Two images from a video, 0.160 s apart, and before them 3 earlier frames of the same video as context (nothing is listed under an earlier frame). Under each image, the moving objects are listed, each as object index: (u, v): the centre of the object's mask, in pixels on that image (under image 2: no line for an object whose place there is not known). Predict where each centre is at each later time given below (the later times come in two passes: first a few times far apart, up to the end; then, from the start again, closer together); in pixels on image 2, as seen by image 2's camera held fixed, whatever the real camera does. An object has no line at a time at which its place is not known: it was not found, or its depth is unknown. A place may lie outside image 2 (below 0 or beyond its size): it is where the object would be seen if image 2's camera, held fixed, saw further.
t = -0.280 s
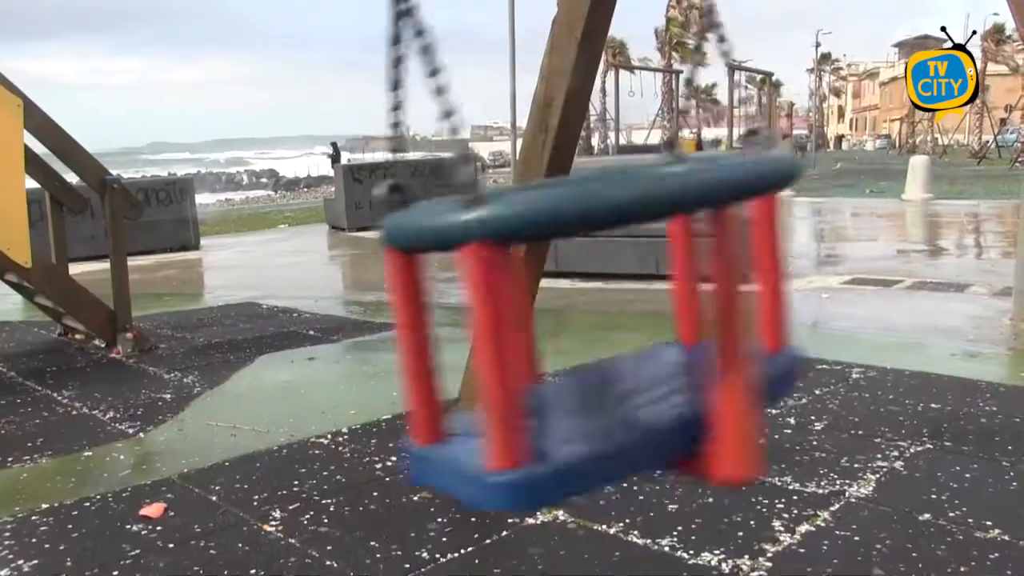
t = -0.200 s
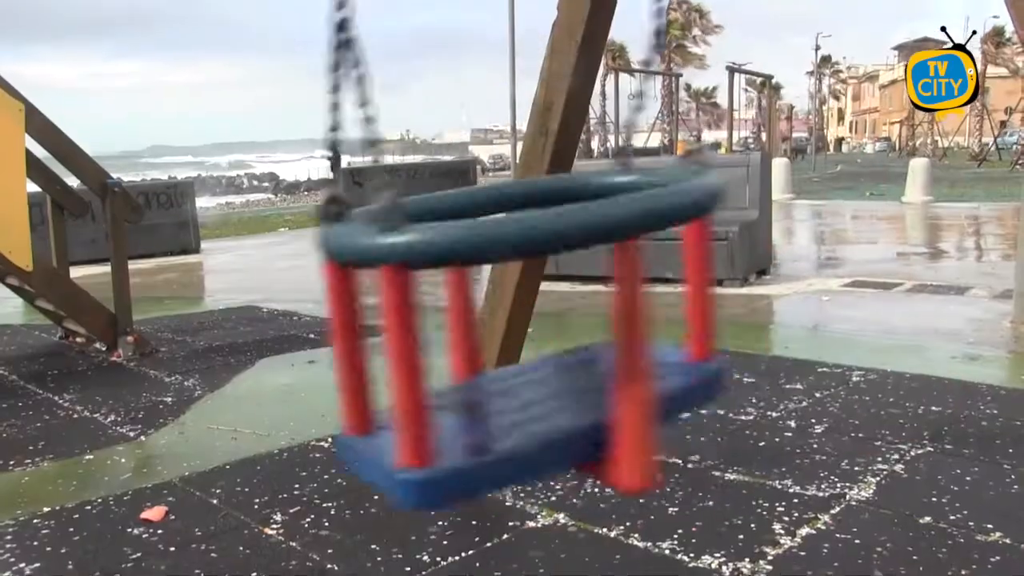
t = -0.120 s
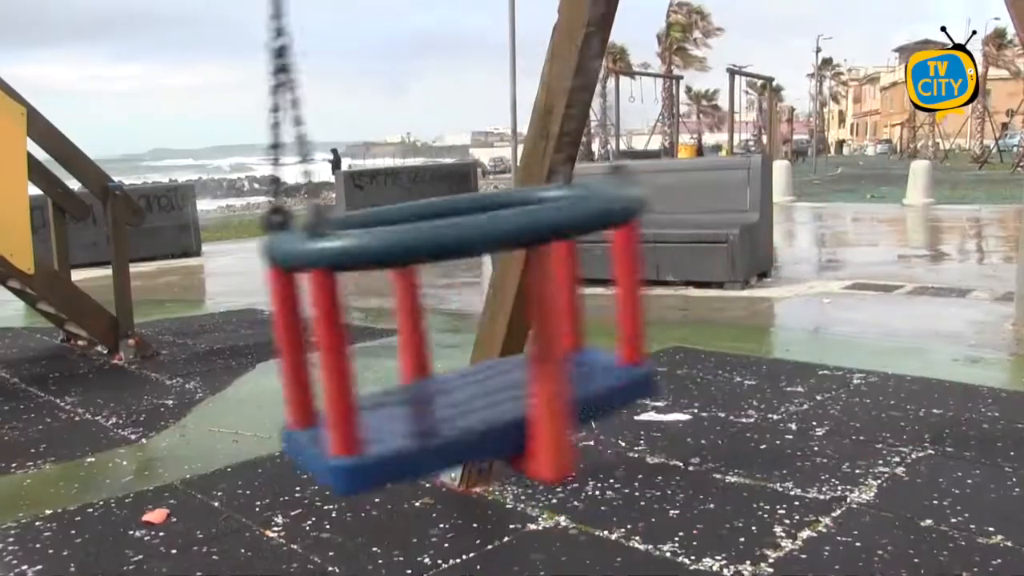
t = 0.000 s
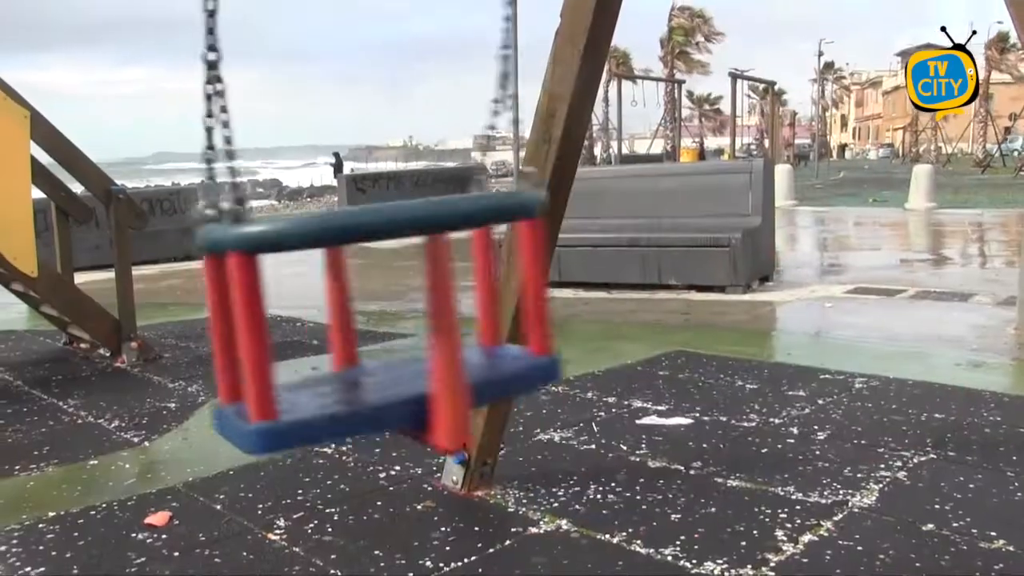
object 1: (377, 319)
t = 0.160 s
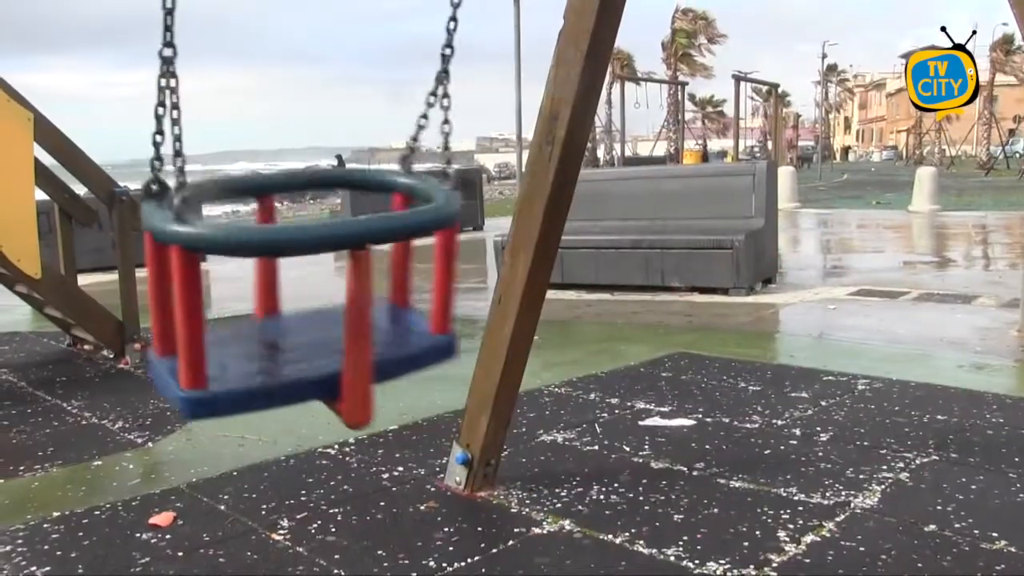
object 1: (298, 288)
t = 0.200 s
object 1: (286, 281)
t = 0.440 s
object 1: (245, 253)
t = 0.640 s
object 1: (267, 267)
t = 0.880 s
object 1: (349, 301)
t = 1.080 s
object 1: (468, 326)
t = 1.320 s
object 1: (629, 328)
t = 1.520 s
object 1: (725, 302)
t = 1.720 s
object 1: (715, 298)
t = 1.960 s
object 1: (575, 344)
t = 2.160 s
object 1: (435, 339)
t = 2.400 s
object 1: (319, 295)
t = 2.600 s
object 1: (279, 274)
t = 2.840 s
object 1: (288, 260)
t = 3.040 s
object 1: (332, 277)
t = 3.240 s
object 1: (407, 309)
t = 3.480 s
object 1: (525, 333)
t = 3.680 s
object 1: (632, 323)
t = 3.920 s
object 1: (661, 319)
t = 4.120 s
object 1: (590, 335)
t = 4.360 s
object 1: (468, 333)
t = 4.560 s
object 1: (377, 309)
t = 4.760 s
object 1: (320, 285)
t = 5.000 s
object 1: (298, 275)
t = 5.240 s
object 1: (324, 287)
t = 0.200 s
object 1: (286, 281)
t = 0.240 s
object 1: (275, 272)
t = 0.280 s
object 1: (265, 264)
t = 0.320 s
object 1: (257, 258)
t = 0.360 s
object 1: (251, 255)
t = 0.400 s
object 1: (246, 253)
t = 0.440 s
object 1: (245, 253)
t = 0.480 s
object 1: (245, 252)
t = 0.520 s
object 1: (247, 253)
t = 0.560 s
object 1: (252, 254)
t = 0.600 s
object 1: (257, 256)
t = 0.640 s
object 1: (267, 267)
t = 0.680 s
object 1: (275, 264)
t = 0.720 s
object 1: (286, 269)
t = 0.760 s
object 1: (298, 273)
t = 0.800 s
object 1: (313, 278)
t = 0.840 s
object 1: (330, 294)
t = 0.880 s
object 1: (349, 301)
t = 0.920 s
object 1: (369, 301)
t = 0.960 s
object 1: (393, 310)
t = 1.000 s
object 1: (416, 317)
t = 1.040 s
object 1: (442, 323)
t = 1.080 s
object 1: (468, 326)
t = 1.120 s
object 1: (496, 325)
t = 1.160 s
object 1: (524, 325)
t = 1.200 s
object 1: (550, 327)
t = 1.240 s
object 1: (579, 329)
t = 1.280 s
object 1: (604, 329)
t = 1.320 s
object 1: (629, 328)
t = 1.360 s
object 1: (654, 325)
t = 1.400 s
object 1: (677, 321)
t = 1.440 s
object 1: (696, 315)
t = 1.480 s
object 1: (713, 309)
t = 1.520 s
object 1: (725, 302)
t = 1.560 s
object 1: (731, 296)
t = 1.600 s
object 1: (734, 291)
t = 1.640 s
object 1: (731, 290)
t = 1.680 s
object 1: (726, 292)
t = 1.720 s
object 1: (715, 298)
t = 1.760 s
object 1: (700, 307)
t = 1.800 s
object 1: (681, 318)
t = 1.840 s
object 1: (658, 327)
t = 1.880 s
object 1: (631, 334)
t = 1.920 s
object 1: (604, 340)
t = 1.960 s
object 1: (575, 344)
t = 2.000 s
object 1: (545, 346)
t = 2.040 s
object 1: (516, 347)
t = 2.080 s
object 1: (487, 347)
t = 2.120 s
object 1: (460, 343)
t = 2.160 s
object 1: (435, 339)
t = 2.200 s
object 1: (411, 334)
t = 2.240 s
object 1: (389, 328)
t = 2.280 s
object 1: (369, 322)
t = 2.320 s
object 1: (350, 314)
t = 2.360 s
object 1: (333, 311)
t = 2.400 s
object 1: (319, 295)
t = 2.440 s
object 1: (309, 289)
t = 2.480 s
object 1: (299, 282)
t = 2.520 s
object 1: (290, 275)
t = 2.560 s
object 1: (286, 273)
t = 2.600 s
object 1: (279, 274)
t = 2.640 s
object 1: (278, 264)
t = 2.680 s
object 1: (277, 262)
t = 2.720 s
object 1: (278, 260)
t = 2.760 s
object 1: (278, 257)
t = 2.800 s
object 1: (283, 259)
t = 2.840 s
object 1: (288, 260)
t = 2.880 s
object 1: (295, 262)
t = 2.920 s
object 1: (303, 264)
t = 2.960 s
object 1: (311, 267)
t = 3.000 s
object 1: (321, 272)
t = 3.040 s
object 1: (332, 277)
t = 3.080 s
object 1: (342, 283)
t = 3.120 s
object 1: (356, 290)
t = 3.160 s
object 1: (372, 298)
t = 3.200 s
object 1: (389, 303)
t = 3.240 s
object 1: (407, 309)
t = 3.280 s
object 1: (425, 315)
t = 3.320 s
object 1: (444, 321)
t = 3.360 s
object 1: (464, 325)
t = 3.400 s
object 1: (485, 330)
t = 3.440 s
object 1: (505, 332)
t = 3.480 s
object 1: (525, 333)
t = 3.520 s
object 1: (549, 335)
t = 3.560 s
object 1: (572, 336)
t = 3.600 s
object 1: (594, 332)
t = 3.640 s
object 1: (614, 328)
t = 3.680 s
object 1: (632, 323)
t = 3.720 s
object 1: (646, 318)
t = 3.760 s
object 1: (658, 315)
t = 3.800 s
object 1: (665, 314)
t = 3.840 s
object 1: (668, 314)
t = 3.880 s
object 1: (667, 316)
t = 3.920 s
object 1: (661, 319)
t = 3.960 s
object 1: (651, 323)
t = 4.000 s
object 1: (637, 326)
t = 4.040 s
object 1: (622, 330)
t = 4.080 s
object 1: (607, 333)
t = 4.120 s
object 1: (590, 335)
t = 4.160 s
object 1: (572, 336)
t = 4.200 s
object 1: (551, 335)
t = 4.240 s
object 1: (530, 334)
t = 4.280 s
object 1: (509, 333)
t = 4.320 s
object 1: (489, 333)
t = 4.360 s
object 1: (468, 333)
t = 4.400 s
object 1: (448, 331)
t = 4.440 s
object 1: (428, 326)
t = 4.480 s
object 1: (409, 321)
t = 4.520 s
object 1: (392, 315)
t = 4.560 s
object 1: (377, 309)
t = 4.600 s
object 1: (364, 306)
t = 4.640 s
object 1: (351, 300)
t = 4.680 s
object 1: (339, 294)
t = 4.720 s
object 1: (329, 290)
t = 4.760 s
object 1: (320, 285)
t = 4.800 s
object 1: (313, 280)
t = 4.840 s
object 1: (308, 281)
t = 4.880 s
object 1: (305, 274)
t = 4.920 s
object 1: (300, 277)
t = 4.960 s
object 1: (299, 276)
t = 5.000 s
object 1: (298, 275)
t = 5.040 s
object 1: (299, 275)
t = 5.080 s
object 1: (301, 277)
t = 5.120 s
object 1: (305, 278)
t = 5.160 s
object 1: (308, 282)
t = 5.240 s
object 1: (324, 287)
